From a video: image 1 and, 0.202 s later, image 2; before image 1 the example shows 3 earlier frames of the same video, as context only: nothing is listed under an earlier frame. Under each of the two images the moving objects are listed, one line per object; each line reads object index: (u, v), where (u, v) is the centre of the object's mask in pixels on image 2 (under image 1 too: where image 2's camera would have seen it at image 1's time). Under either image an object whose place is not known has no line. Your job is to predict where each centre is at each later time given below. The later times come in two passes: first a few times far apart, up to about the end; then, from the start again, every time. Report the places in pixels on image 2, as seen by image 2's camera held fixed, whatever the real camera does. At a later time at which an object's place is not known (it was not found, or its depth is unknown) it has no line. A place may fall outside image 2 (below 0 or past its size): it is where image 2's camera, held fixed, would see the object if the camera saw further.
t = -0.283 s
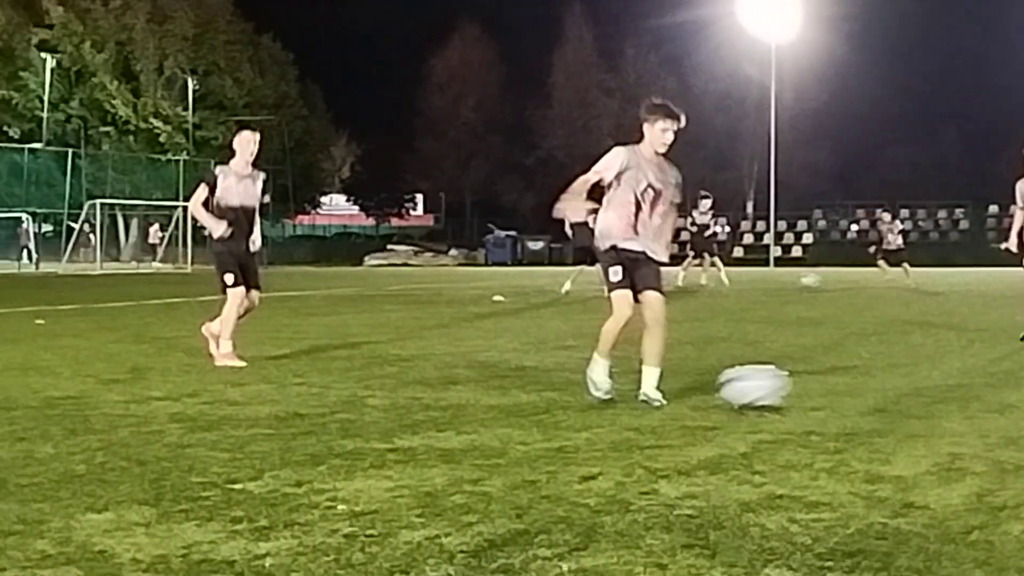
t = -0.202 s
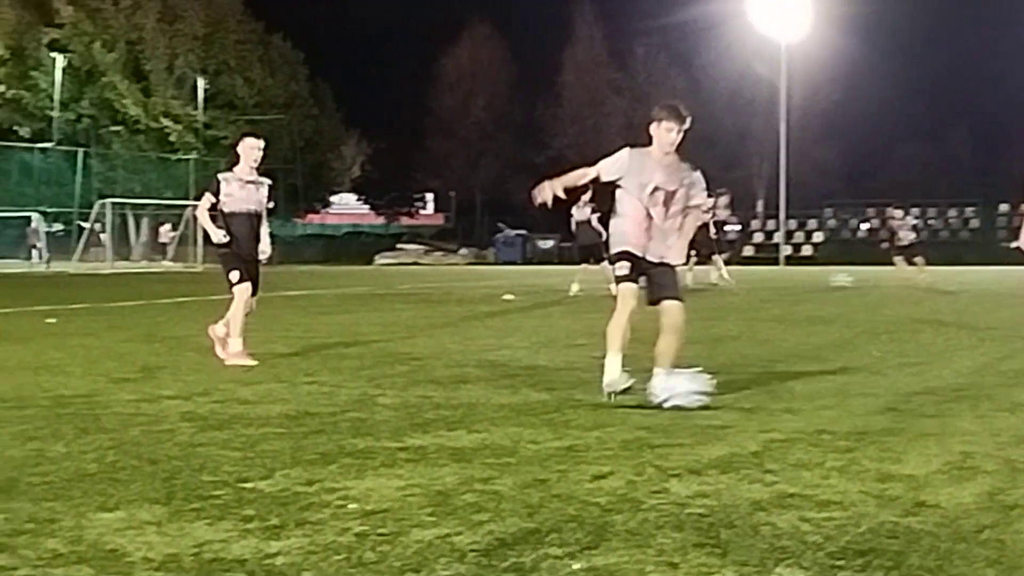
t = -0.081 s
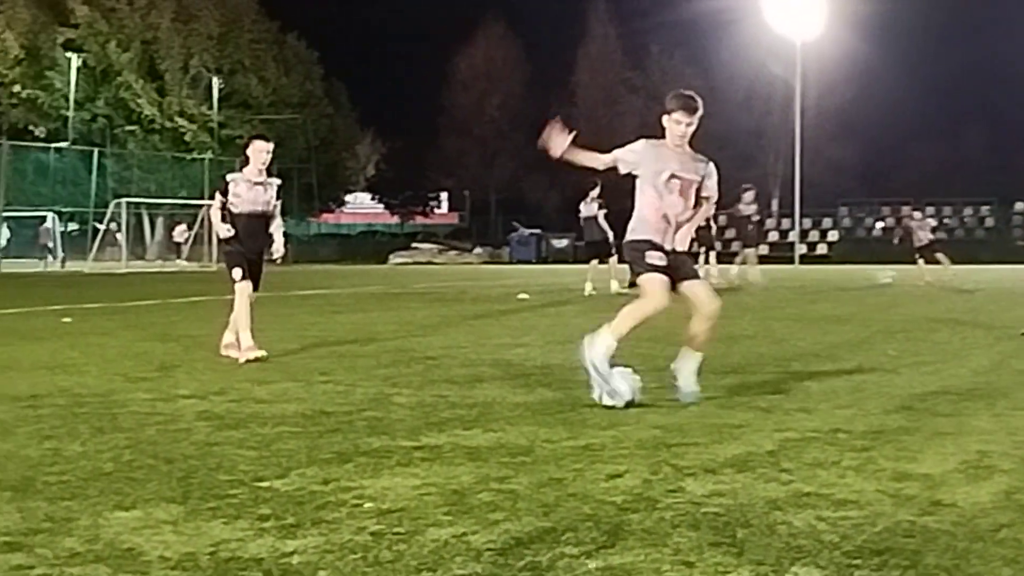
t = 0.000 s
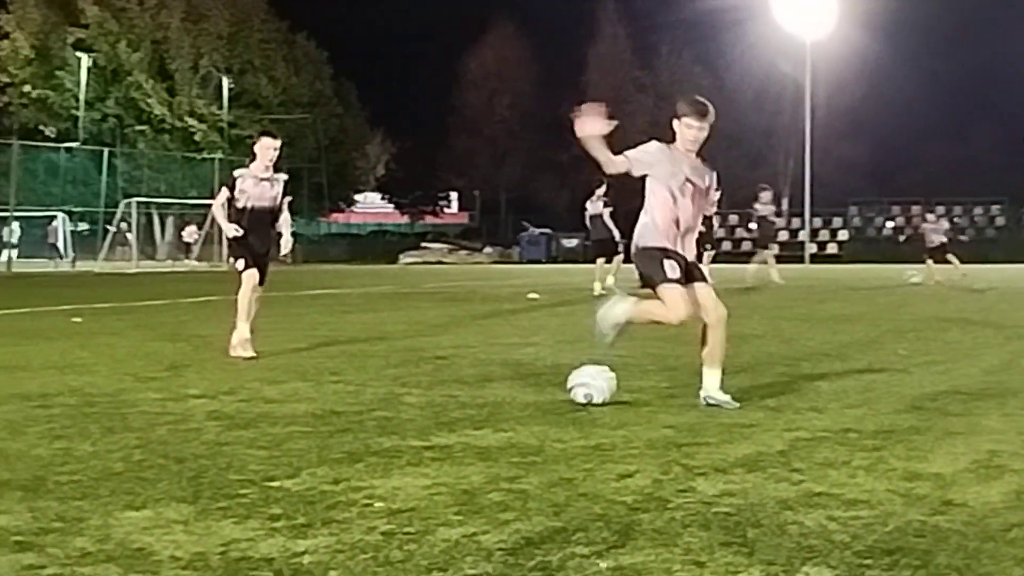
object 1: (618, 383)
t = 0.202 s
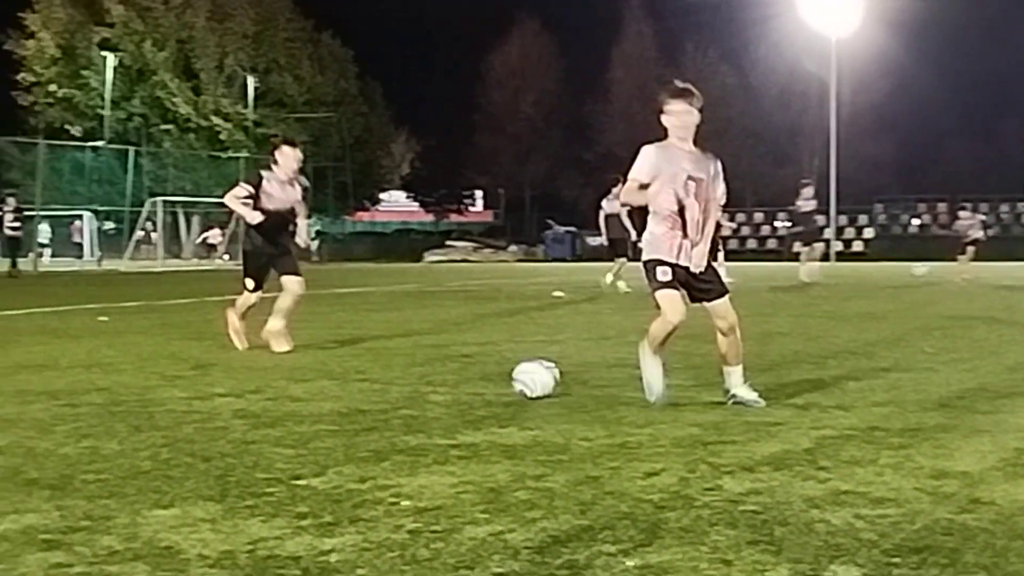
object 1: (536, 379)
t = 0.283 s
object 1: (504, 376)
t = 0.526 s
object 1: (418, 371)
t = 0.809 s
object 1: (329, 365)
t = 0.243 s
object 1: (519, 378)
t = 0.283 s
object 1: (504, 376)
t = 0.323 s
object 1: (490, 376)
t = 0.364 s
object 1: (475, 376)
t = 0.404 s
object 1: (461, 374)
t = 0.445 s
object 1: (446, 373)
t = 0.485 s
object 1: (432, 373)
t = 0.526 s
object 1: (418, 371)
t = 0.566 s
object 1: (406, 371)
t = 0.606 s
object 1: (392, 370)
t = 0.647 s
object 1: (379, 369)
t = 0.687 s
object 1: (366, 368)
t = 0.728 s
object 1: (353, 367)
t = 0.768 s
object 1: (341, 366)
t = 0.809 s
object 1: (329, 365)
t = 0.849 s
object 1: (317, 365)
